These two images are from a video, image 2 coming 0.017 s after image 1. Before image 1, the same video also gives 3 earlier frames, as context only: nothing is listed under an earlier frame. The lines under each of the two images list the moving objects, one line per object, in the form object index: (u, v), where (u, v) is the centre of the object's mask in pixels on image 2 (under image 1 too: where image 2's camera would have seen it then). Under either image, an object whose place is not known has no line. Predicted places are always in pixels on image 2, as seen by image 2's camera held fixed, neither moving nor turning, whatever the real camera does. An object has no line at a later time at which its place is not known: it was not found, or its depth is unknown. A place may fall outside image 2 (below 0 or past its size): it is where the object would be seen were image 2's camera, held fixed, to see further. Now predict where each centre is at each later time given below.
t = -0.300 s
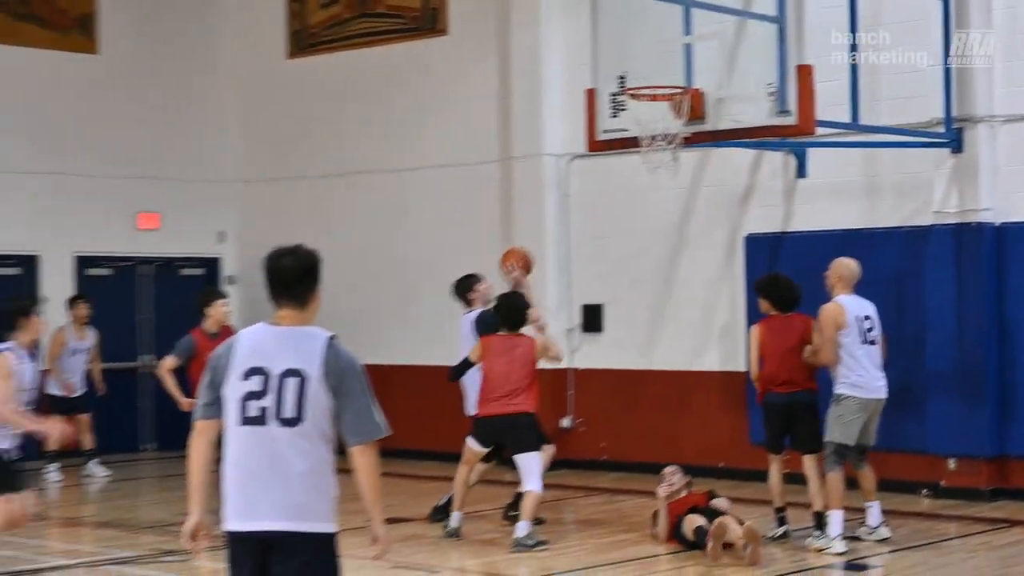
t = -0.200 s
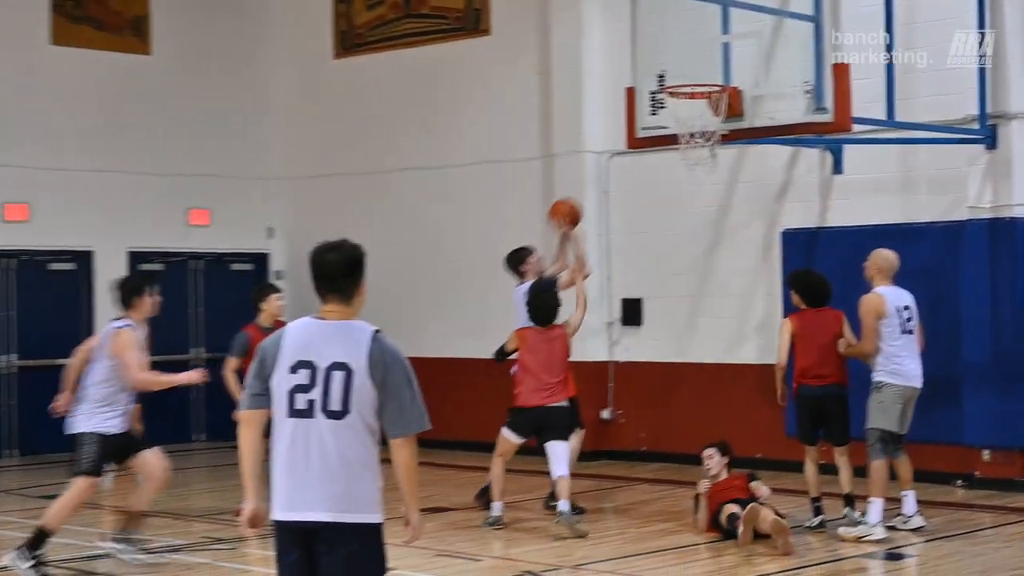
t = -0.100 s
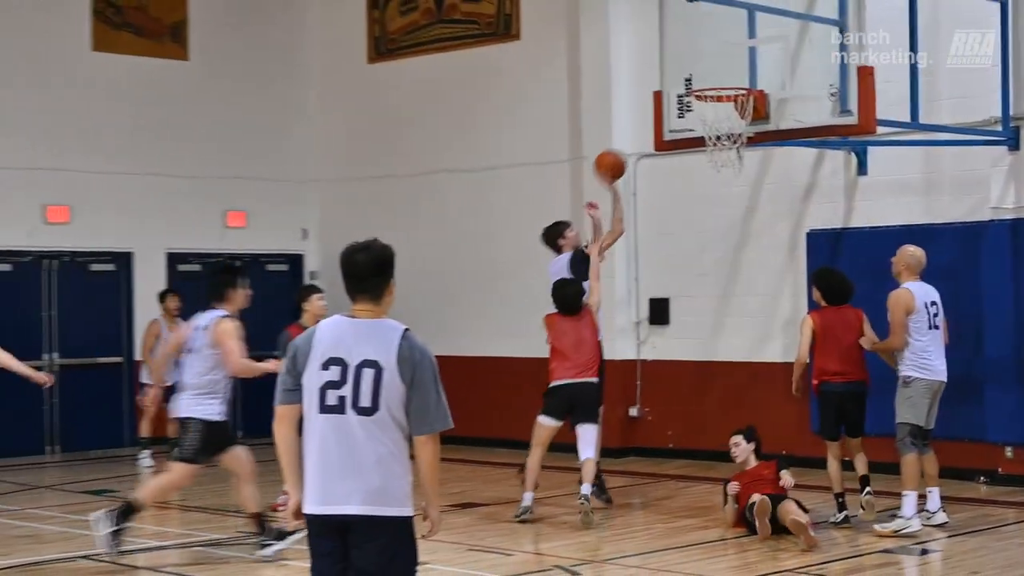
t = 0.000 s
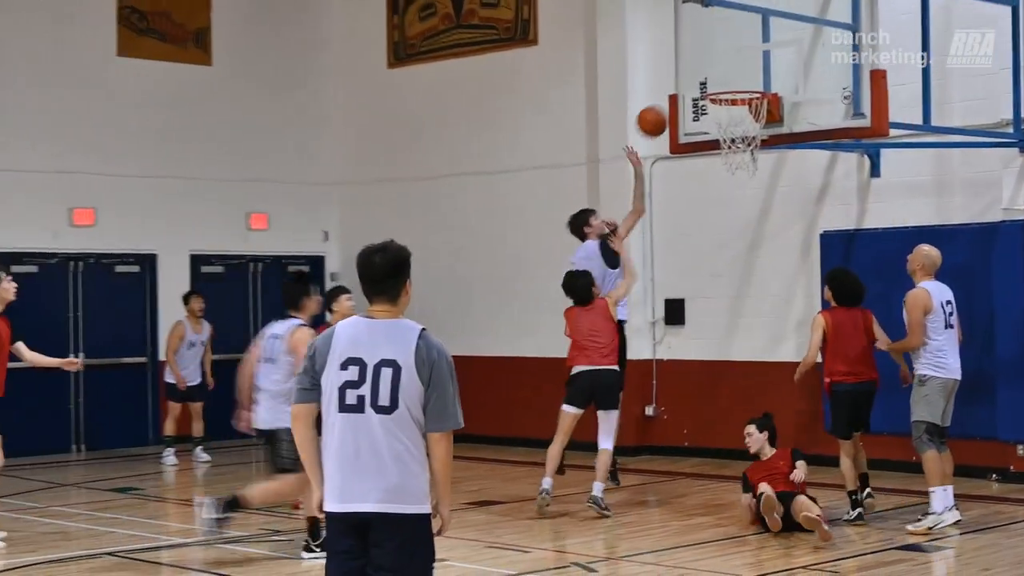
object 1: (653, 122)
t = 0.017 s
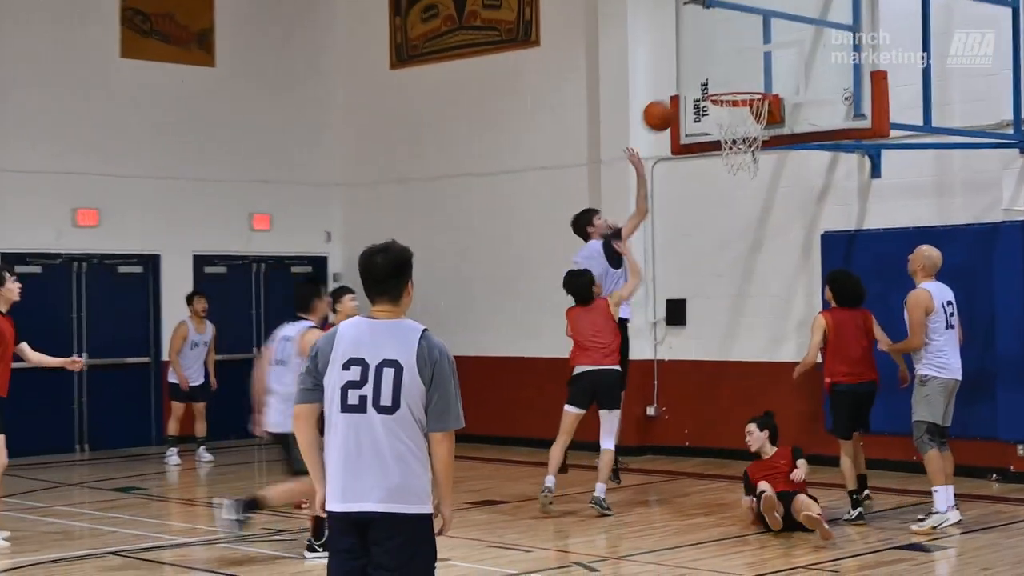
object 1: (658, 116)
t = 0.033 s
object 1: (662, 109)
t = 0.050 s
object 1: (667, 104)
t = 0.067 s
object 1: (672, 98)
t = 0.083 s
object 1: (677, 93)
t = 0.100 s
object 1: (682, 88)
